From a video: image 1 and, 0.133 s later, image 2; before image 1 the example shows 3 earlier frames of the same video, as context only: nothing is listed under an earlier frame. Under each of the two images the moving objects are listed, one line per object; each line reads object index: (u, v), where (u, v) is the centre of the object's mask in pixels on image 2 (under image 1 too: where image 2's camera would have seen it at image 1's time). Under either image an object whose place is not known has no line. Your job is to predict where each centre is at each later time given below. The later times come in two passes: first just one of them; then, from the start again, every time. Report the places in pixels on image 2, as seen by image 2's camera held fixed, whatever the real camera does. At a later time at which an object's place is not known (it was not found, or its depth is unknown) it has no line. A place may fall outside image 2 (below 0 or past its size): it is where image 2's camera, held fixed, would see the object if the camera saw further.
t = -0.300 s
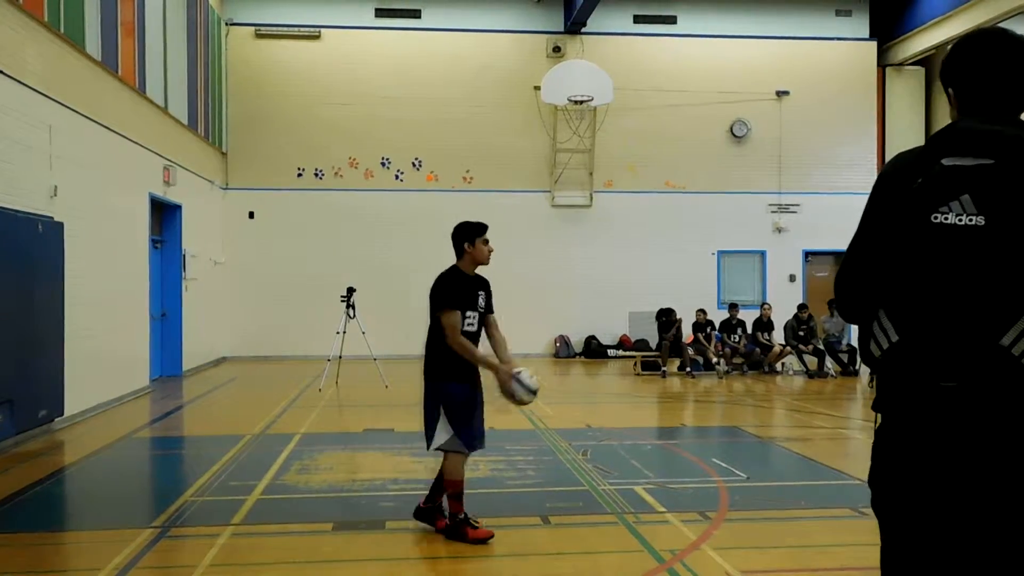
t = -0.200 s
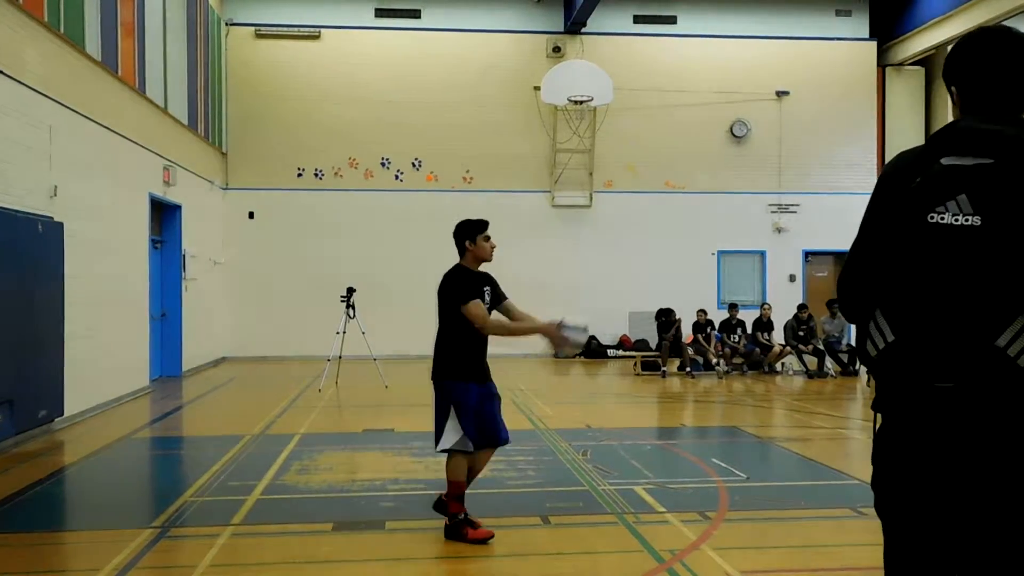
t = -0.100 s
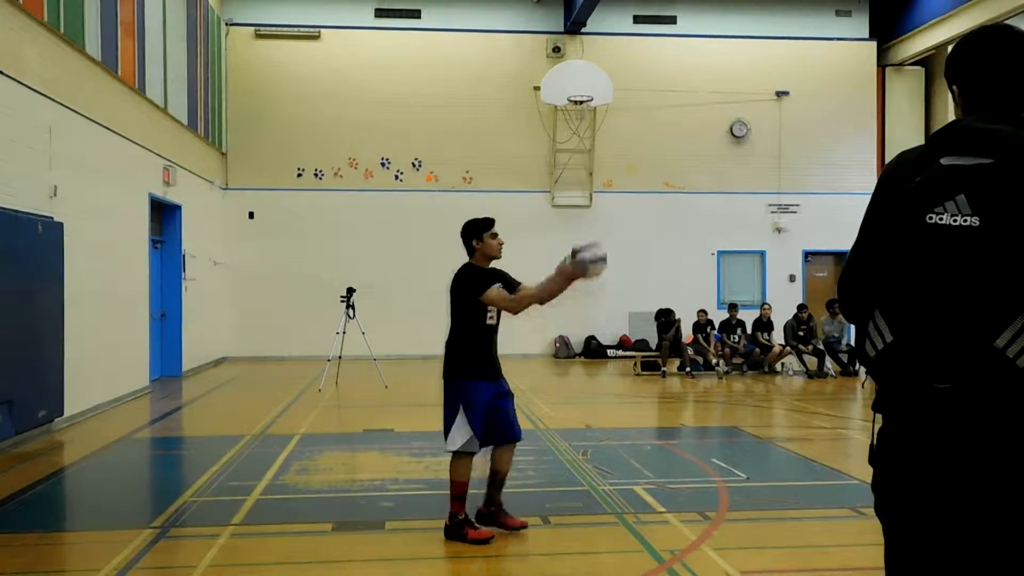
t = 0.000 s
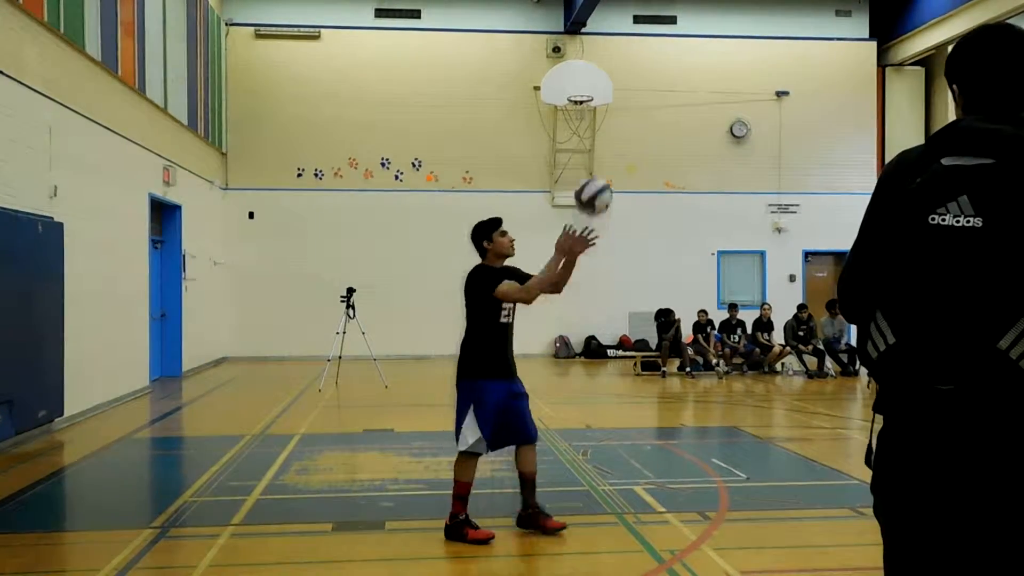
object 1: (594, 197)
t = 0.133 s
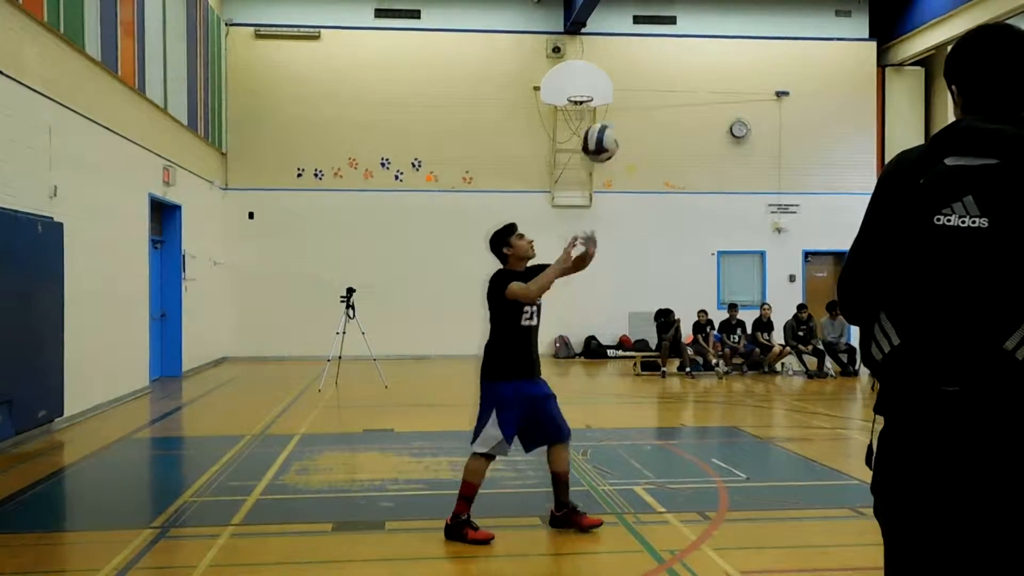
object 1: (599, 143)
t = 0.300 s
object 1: (607, 122)
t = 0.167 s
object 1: (601, 135)
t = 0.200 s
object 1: (602, 129)
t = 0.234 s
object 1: (604, 124)
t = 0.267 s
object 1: (605, 122)
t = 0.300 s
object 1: (607, 122)
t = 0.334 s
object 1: (608, 124)
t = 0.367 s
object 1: (610, 127)
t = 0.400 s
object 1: (612, 133)
